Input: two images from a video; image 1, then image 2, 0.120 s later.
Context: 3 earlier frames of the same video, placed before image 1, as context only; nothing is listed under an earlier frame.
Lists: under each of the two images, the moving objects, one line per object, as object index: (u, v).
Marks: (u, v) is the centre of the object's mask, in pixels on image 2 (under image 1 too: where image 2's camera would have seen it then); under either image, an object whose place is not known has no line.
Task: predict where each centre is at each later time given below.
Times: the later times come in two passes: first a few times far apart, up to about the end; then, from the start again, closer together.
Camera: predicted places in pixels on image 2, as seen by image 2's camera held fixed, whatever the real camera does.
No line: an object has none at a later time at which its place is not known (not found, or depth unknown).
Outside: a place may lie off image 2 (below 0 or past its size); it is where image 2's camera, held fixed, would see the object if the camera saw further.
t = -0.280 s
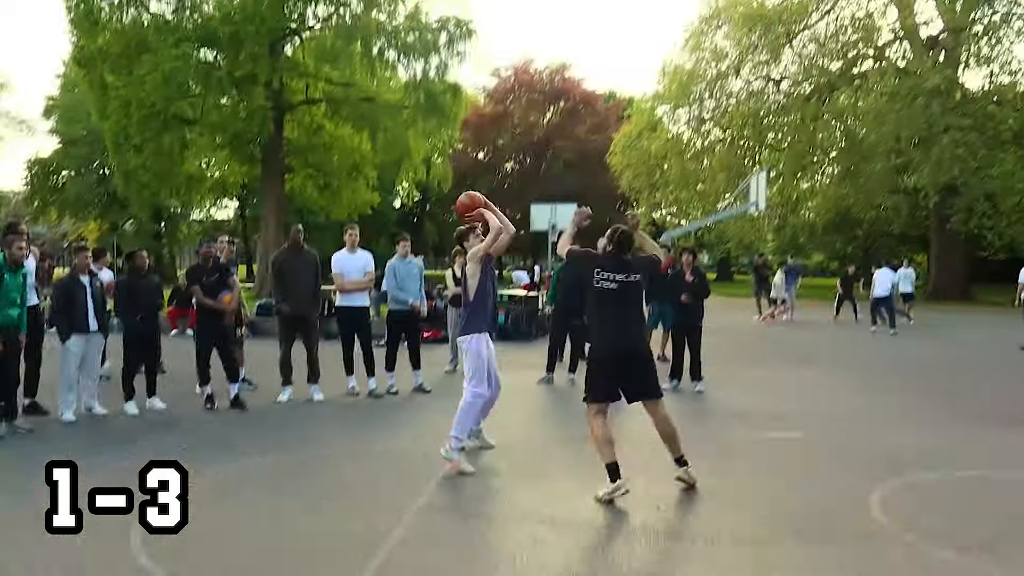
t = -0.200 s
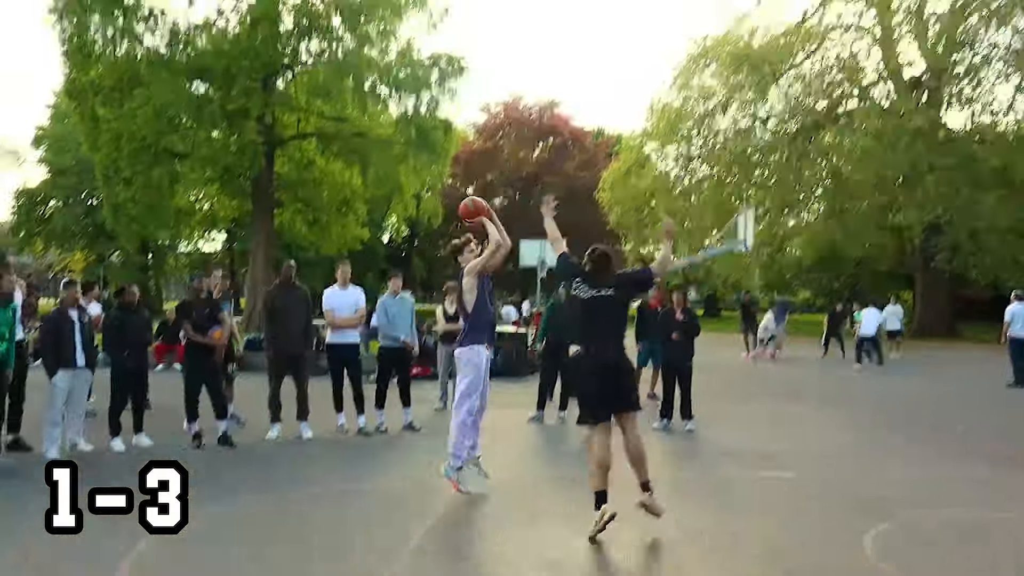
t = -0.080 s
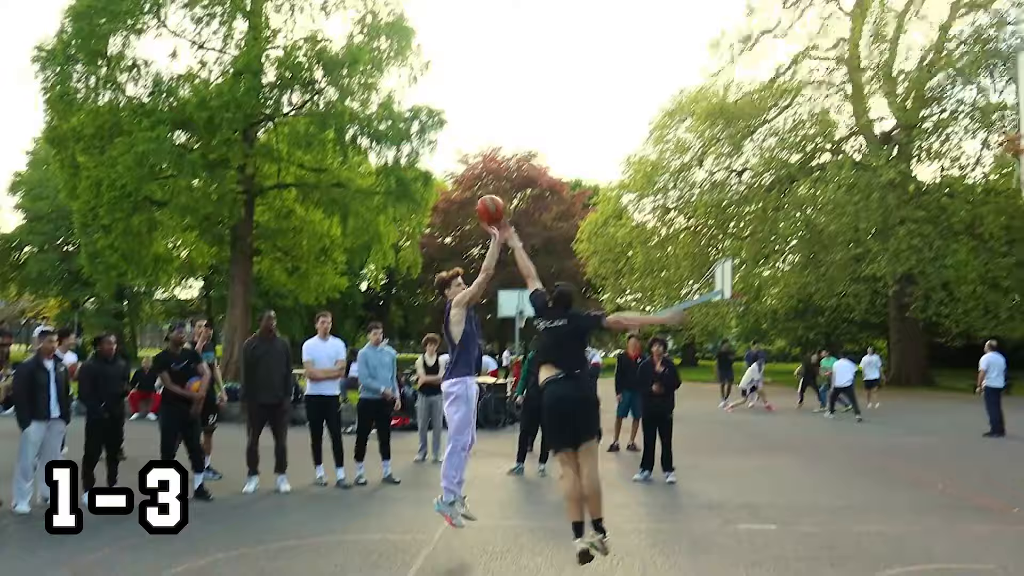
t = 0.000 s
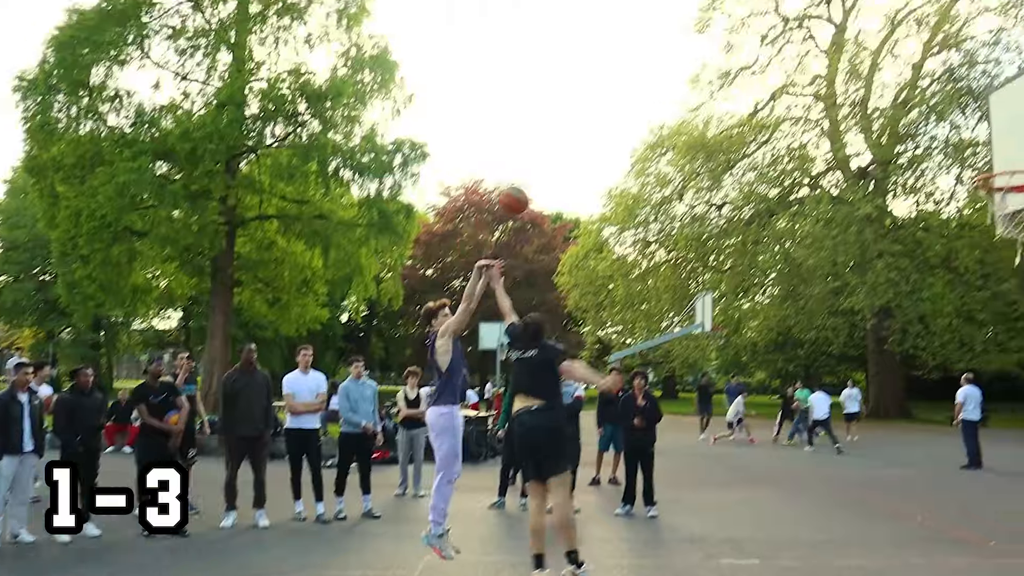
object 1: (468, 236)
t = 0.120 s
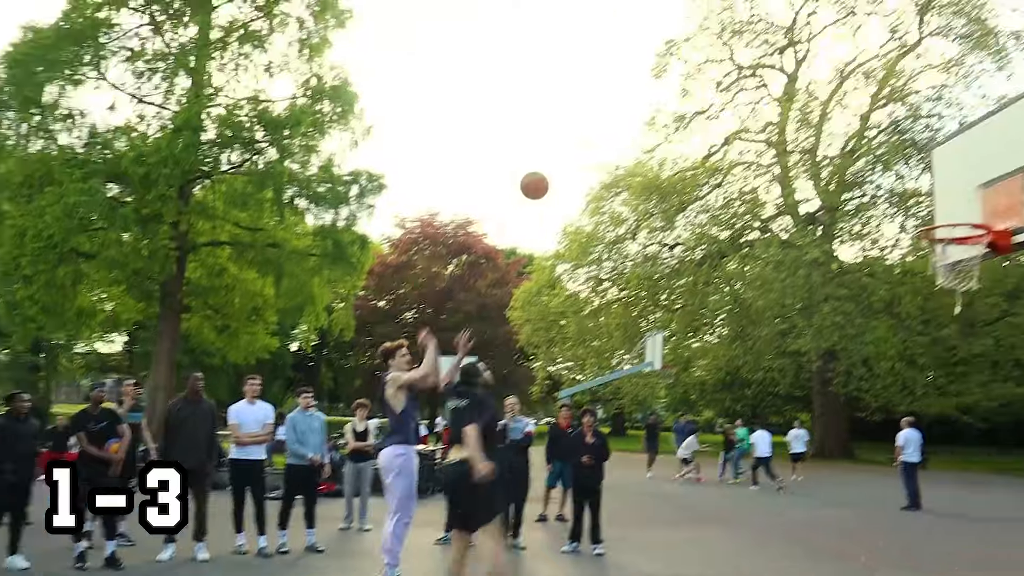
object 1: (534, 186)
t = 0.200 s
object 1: (577, 161)
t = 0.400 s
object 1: (685, 131)
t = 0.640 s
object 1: (811, 159)
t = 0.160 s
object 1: (556, 172)
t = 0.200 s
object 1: (577, 161)
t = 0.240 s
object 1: (599, 152)
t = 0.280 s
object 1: (621, 144)
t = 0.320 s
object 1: (642, 138)
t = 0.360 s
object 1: (663, 134)
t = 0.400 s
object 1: (685, 131)
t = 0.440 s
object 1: (706, 129)
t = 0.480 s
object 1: (729, 131)
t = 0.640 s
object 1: (811, 159)
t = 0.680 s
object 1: (833, 171)
